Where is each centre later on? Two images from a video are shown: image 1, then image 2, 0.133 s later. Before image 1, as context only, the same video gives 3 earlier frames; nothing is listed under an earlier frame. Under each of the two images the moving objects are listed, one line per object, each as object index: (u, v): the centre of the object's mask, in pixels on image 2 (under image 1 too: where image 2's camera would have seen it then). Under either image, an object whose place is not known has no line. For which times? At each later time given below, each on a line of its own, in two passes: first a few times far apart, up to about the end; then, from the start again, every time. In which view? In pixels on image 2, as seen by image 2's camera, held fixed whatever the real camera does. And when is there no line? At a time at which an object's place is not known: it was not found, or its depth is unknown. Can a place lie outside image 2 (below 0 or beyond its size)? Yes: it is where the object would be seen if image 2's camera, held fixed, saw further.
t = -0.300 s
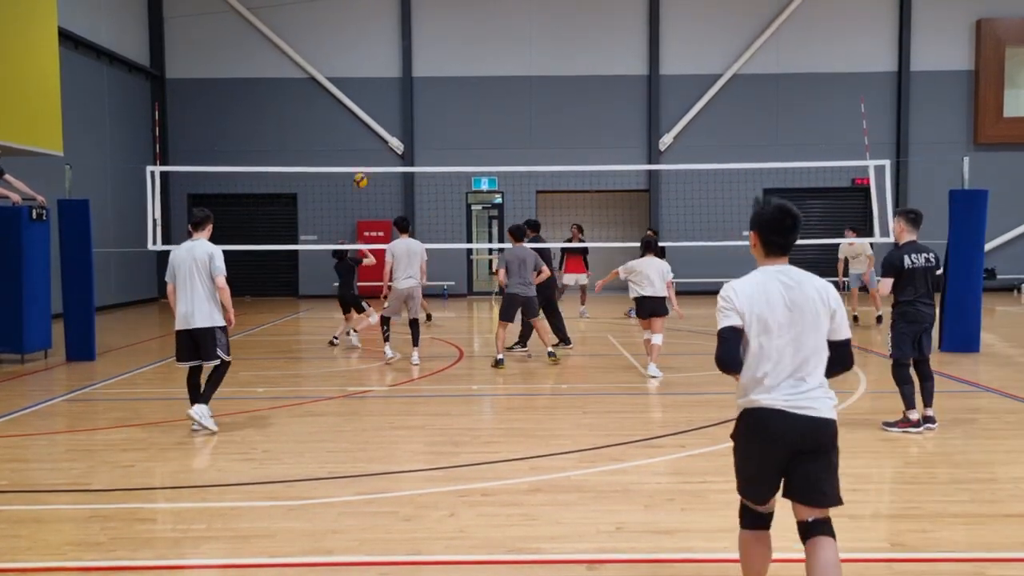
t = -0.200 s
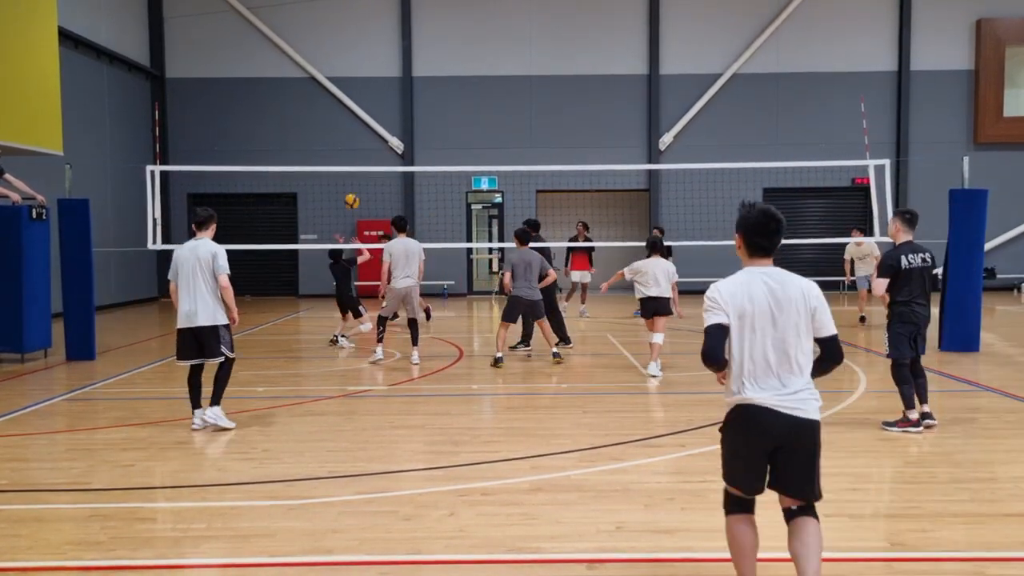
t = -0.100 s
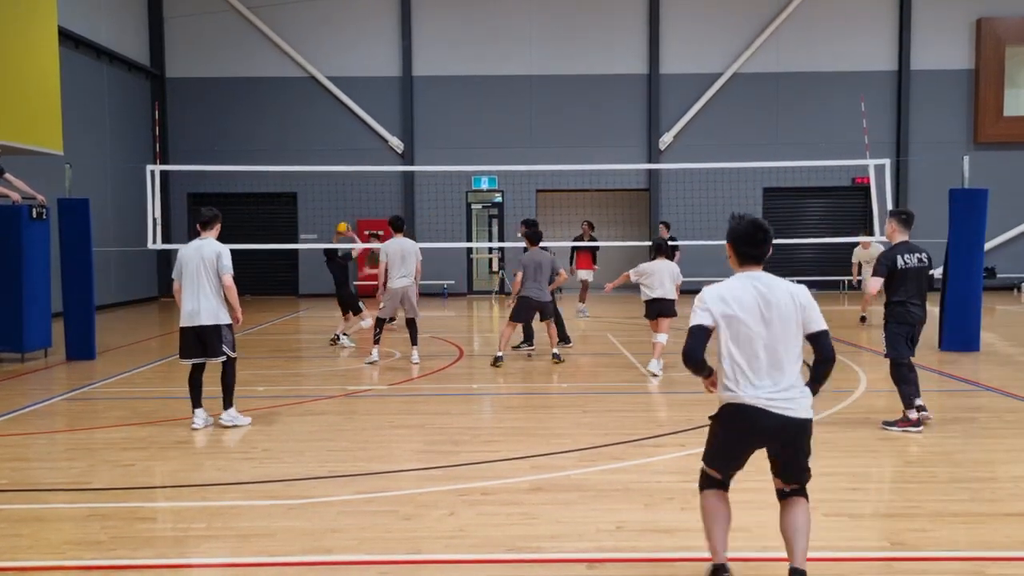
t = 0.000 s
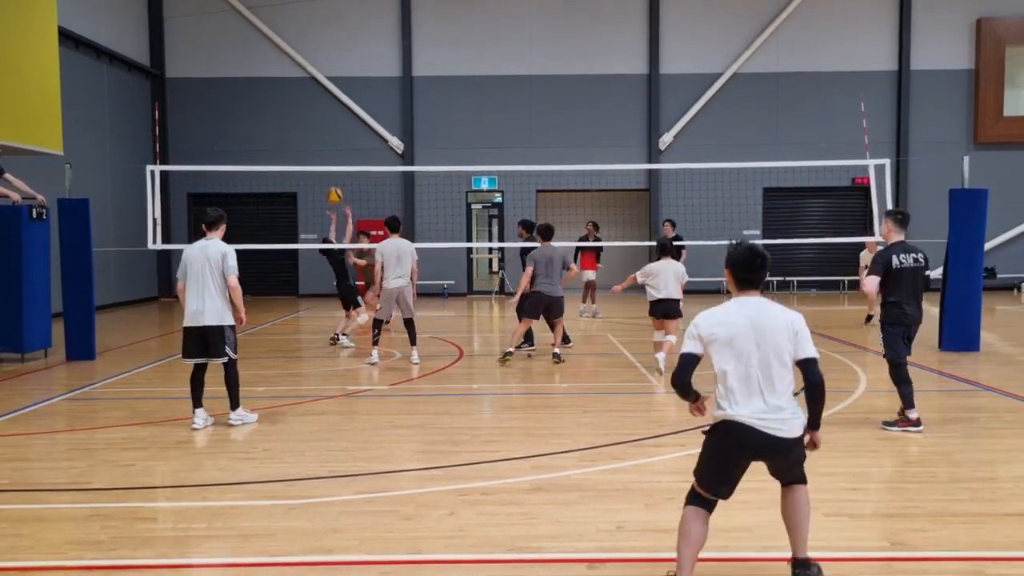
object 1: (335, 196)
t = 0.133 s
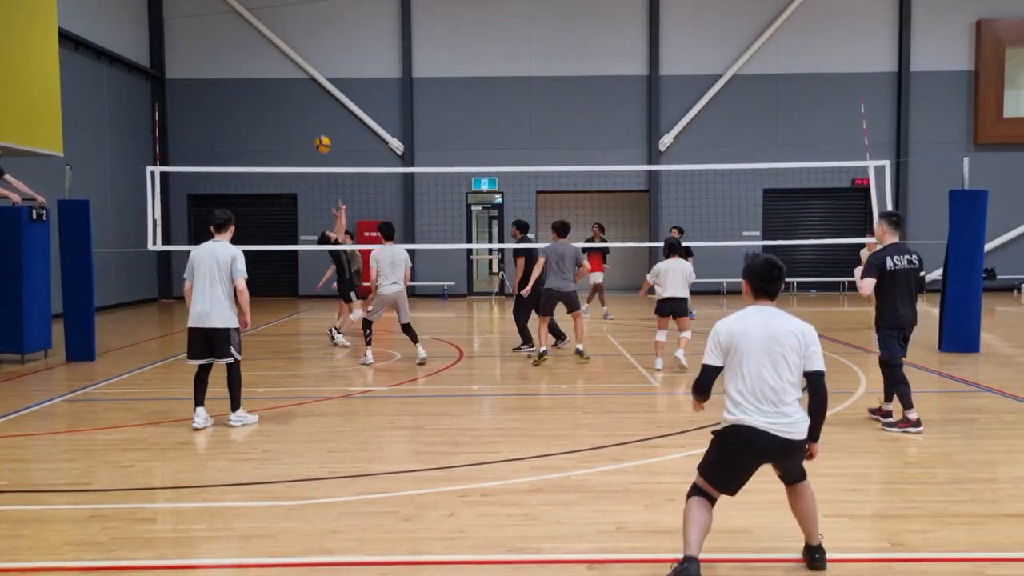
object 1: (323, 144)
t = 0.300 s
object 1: (309, 96)
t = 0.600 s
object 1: (286, 58)
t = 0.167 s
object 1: (320, 132)
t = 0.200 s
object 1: (317, 123)
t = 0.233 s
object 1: (314, 113)
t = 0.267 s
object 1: (311, 104)
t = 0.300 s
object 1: (309, 96)
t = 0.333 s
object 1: (306, 89)
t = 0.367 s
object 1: (304, 82)
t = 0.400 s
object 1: (301, 76)
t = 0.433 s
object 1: (298, 71)
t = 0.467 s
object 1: (295, 67)
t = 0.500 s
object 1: (293, 64)
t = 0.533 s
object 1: (290, 61)
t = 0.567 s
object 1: (288, 59)
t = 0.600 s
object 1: (286, 58)
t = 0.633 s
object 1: (283, 58)
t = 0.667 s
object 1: (282, 58)
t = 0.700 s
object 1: (279, 59)
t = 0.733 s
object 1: (277, 61)
